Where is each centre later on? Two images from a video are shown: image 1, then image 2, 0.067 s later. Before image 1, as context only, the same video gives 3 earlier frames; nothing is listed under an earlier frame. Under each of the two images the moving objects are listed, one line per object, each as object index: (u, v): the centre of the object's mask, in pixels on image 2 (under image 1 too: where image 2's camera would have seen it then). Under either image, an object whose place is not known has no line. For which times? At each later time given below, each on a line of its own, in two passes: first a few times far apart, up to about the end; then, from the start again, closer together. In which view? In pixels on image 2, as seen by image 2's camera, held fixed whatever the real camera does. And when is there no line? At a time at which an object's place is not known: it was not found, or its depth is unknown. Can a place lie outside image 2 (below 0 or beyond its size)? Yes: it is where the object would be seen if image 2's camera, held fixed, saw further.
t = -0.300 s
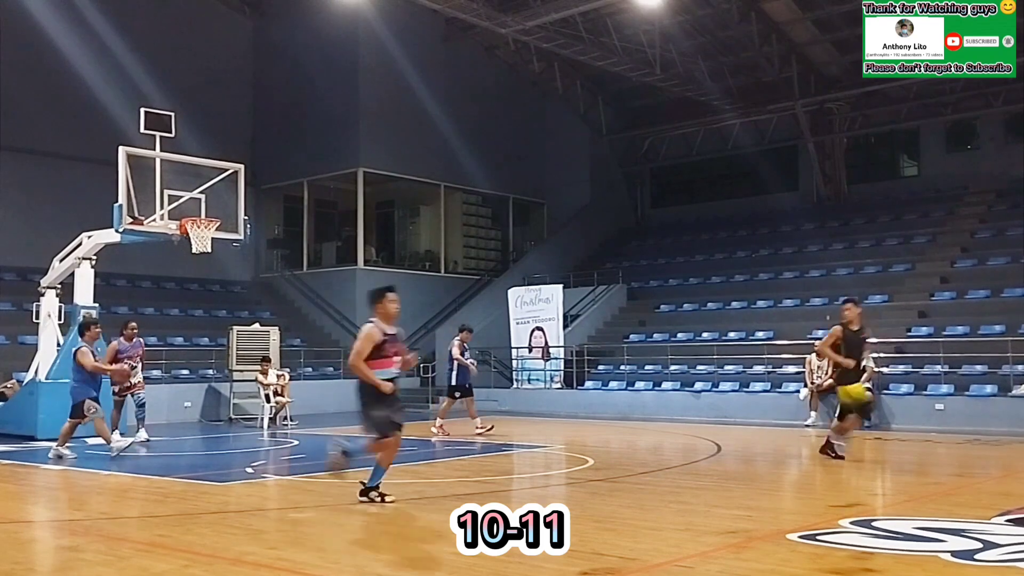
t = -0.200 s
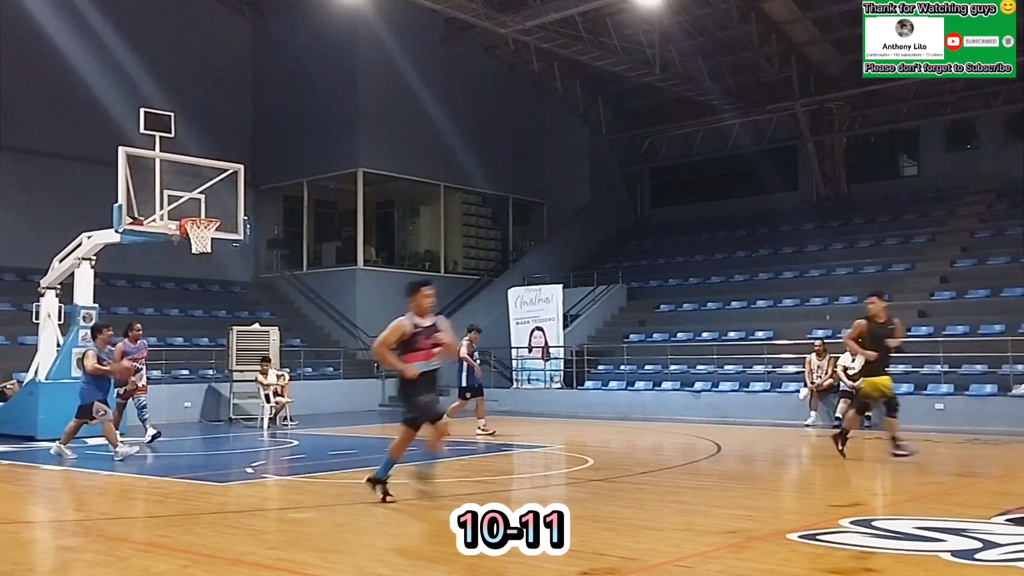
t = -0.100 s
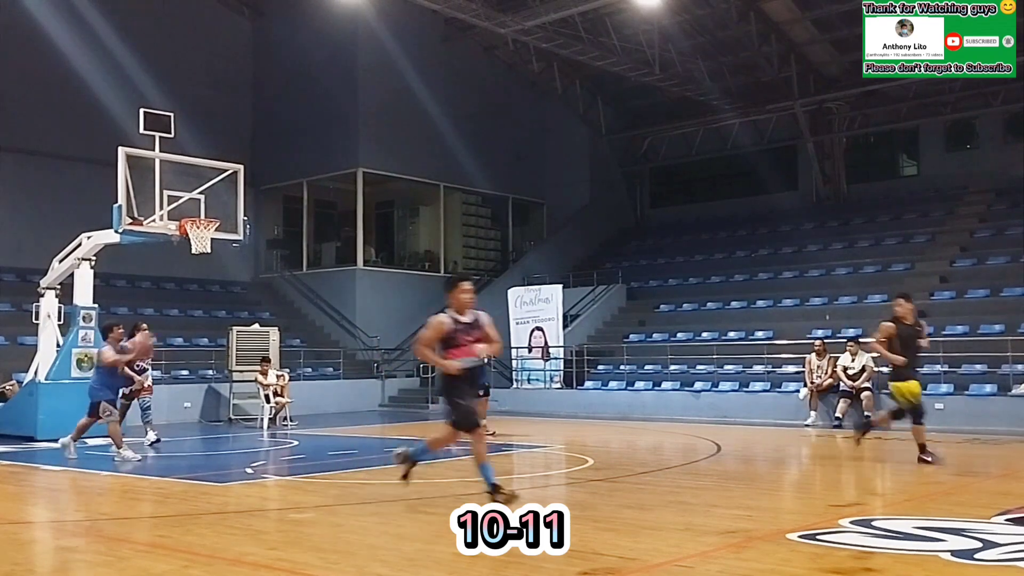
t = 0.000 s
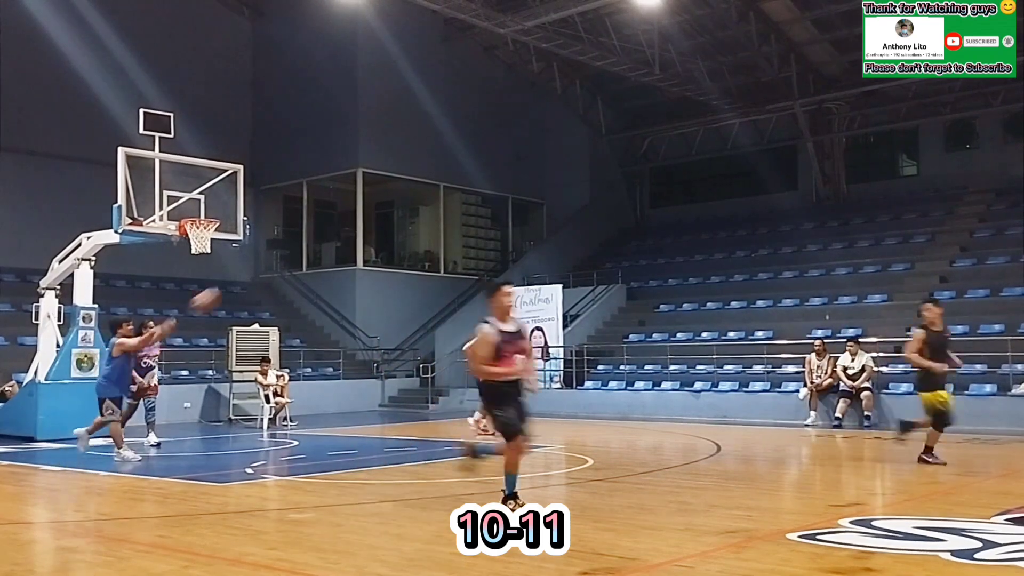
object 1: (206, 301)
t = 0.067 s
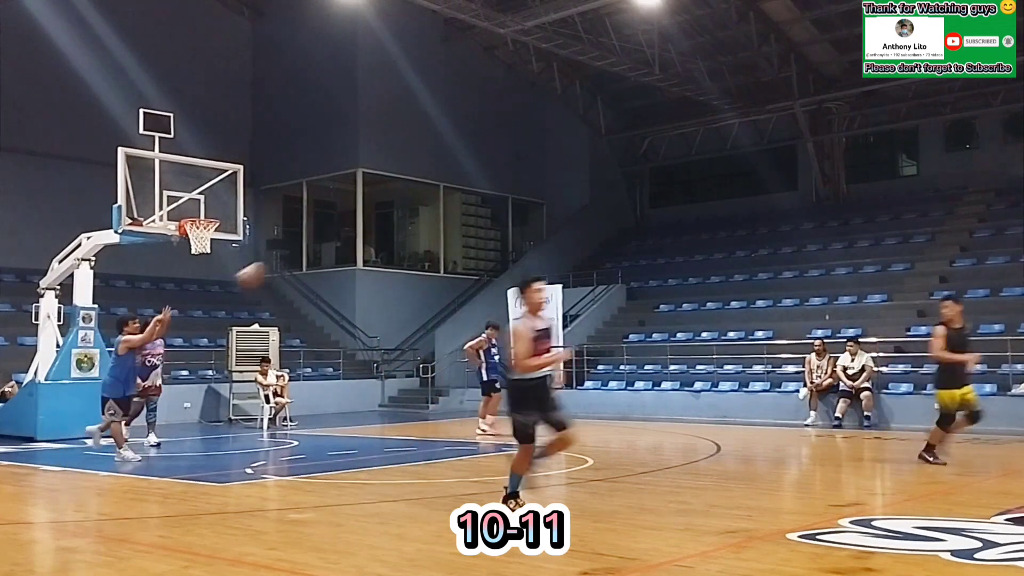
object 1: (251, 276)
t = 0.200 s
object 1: (344, 233)
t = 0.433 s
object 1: (515, 188)
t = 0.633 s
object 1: (676, 186)
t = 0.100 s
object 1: (275, 263)
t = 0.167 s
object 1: (322, 243)
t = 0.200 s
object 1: (344, 233)
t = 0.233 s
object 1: (370, 224)
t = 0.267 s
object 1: (394, 216)
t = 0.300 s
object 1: (418, 209)
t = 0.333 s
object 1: (442, 202)
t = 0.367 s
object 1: (466, 197)
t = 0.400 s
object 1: (490, 192)
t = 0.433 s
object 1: (515, 188)
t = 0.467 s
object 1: (540, 186)
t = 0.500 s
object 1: (567, 184)
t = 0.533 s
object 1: (594, 183)
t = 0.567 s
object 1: (621, 183)
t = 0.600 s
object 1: (648, 184)
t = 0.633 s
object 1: (676, 186)
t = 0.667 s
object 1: (706, 189)
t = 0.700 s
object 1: (735, 193)
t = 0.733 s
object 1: (763, 199)
